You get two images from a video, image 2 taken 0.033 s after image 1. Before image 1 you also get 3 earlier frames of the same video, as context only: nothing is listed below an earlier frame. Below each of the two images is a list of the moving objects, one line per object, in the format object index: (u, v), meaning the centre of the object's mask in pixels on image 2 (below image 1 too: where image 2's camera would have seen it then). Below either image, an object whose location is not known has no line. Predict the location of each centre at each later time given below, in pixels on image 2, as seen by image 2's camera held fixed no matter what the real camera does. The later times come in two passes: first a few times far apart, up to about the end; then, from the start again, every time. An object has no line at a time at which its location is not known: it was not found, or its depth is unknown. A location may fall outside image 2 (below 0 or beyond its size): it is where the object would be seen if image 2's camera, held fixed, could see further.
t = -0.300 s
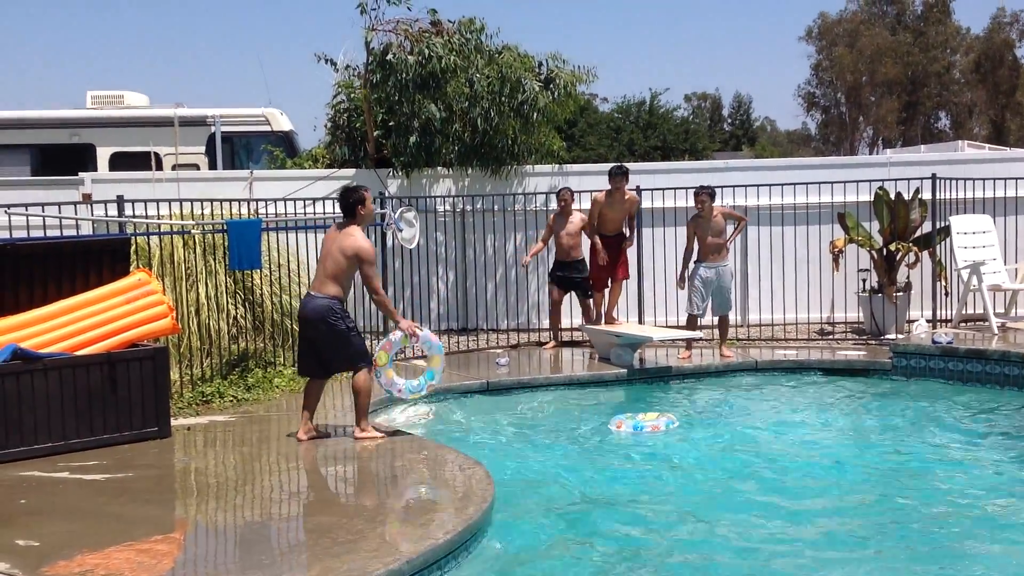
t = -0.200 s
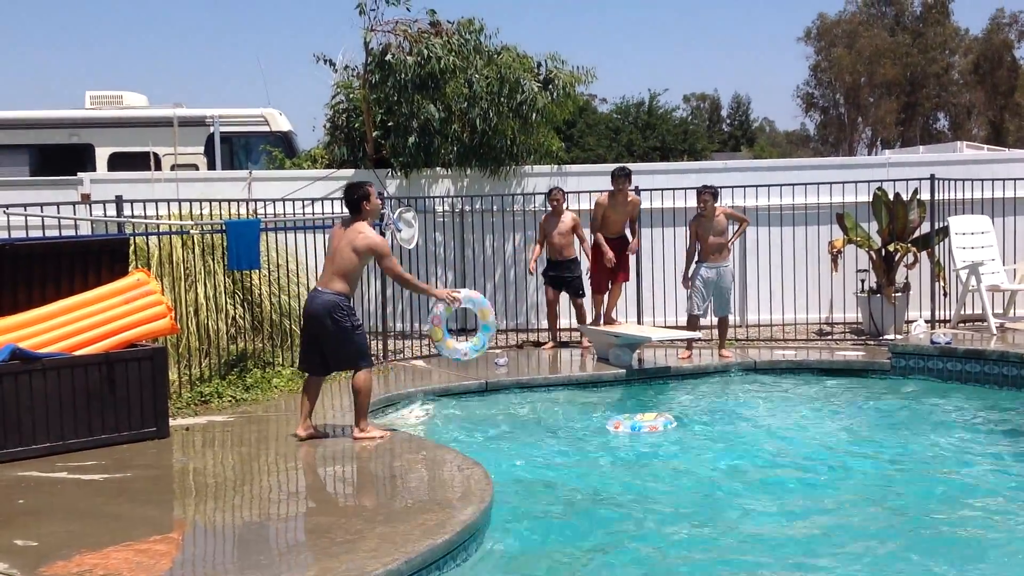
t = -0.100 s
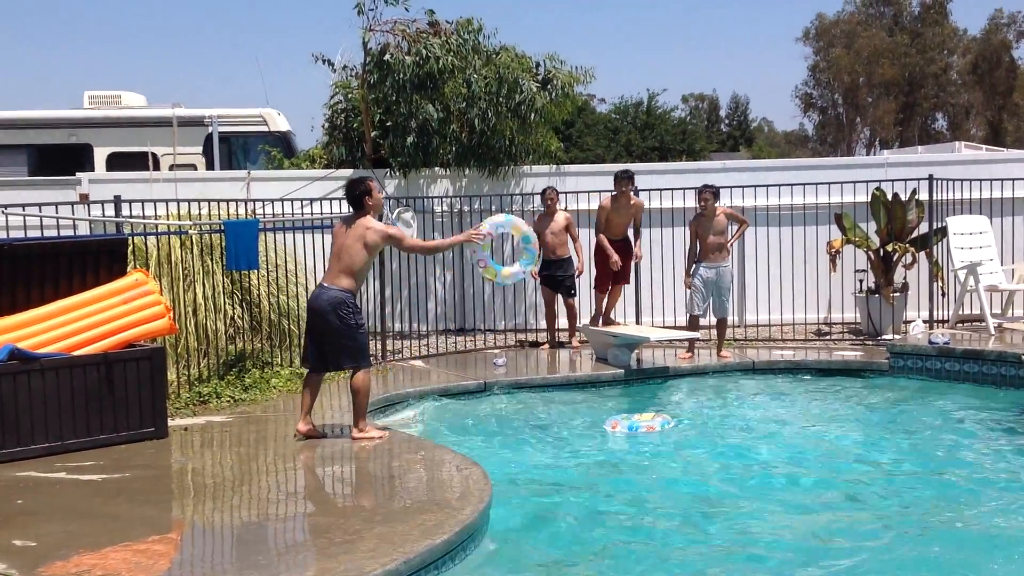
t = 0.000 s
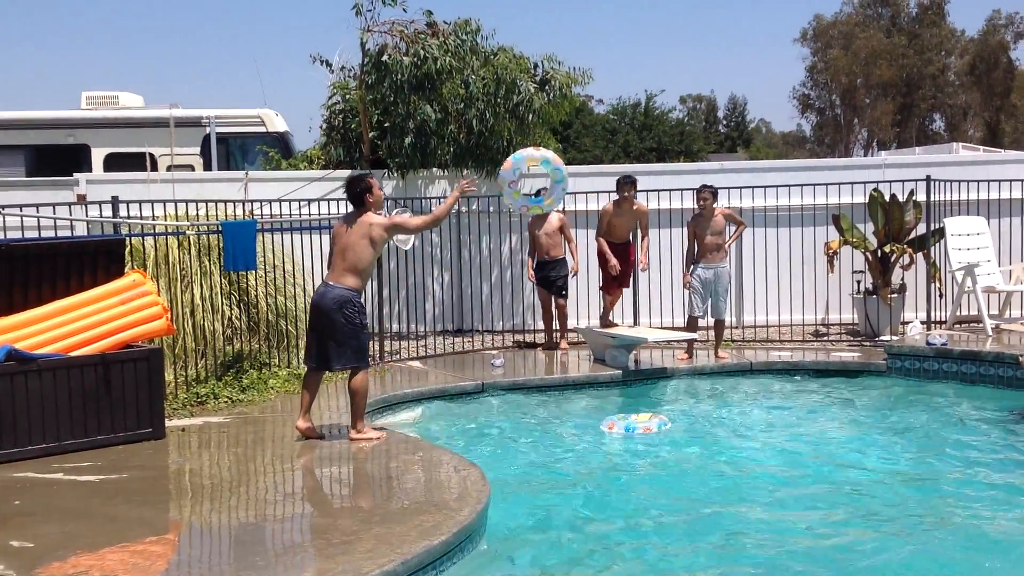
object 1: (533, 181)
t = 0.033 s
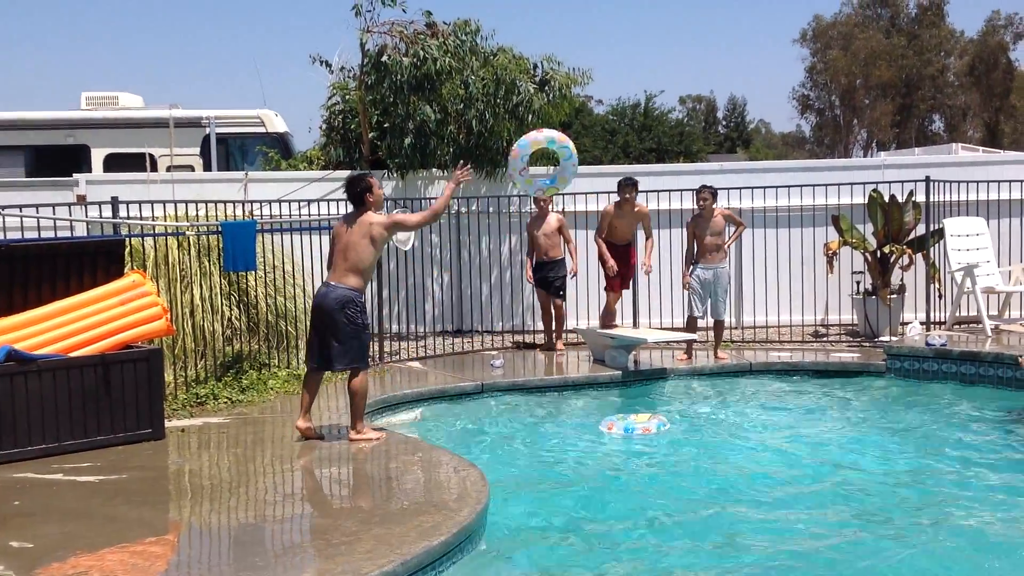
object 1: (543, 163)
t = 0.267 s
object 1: (611, 81)
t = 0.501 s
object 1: (673, 77)
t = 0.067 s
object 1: (553, 145)
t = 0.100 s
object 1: (563, 131)
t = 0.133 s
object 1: (572, 118)
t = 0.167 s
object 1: (582, 106)
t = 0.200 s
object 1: (592, 96)
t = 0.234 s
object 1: (602, 87)
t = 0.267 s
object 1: (611, 81)
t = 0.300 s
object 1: (620, 76)
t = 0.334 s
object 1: (630, 72)
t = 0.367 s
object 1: (639, 70)
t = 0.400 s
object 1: (647, 69)
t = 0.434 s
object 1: (656, 70)
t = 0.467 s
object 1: (665, 73)
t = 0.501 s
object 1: (673, 77)
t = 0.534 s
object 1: (682, 82)
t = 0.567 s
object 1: (690, 90)
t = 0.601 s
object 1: (698, 98)
